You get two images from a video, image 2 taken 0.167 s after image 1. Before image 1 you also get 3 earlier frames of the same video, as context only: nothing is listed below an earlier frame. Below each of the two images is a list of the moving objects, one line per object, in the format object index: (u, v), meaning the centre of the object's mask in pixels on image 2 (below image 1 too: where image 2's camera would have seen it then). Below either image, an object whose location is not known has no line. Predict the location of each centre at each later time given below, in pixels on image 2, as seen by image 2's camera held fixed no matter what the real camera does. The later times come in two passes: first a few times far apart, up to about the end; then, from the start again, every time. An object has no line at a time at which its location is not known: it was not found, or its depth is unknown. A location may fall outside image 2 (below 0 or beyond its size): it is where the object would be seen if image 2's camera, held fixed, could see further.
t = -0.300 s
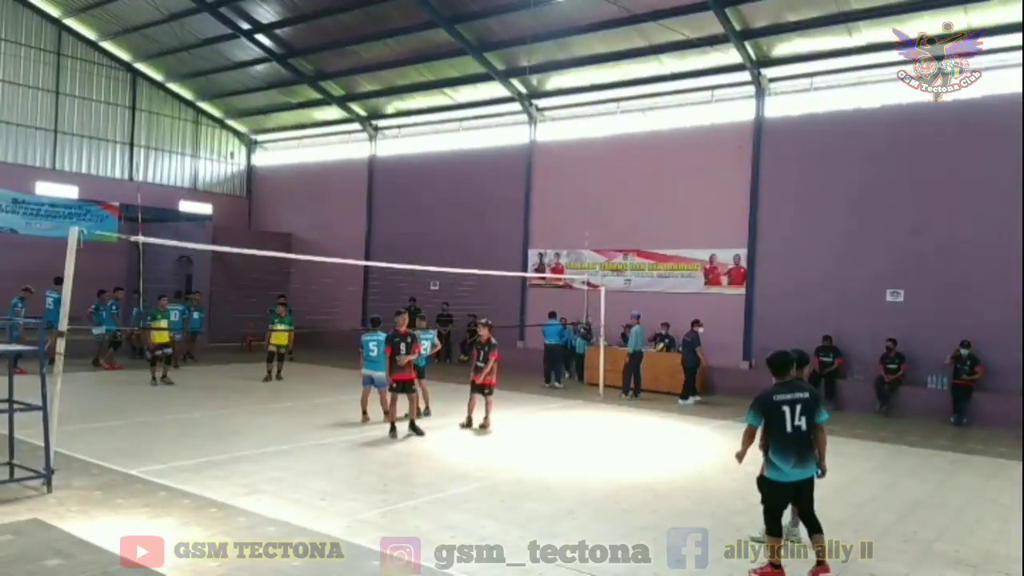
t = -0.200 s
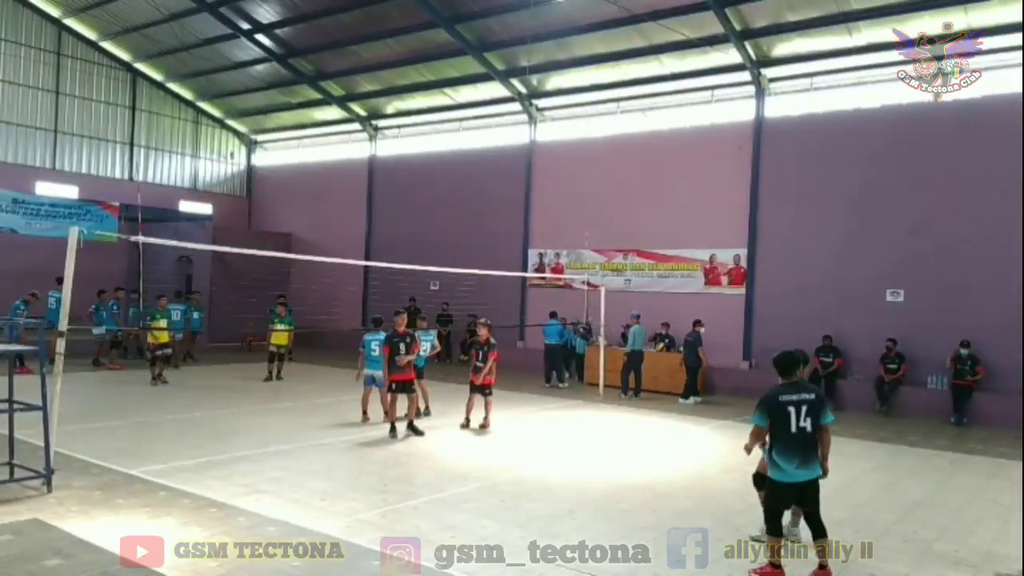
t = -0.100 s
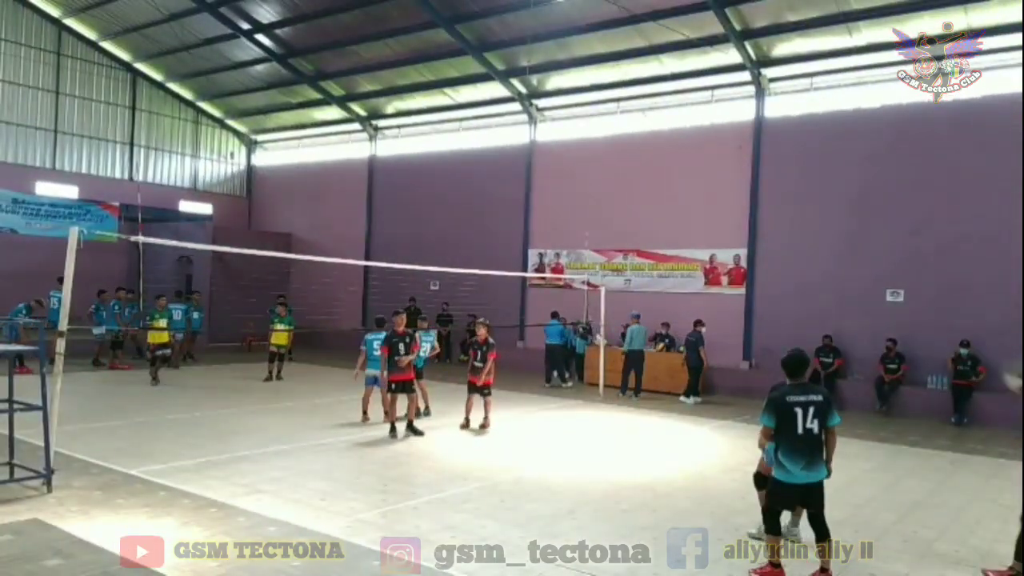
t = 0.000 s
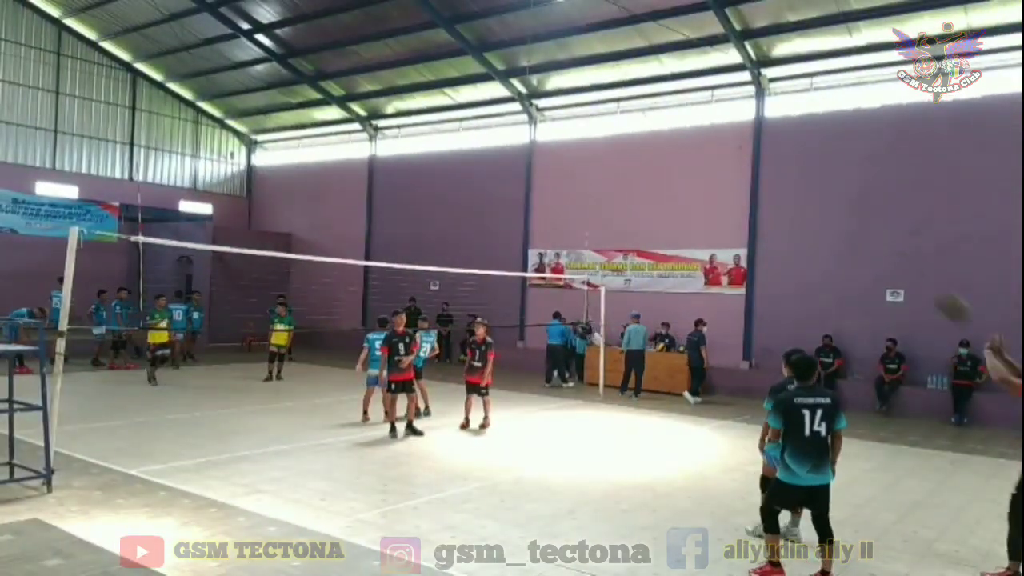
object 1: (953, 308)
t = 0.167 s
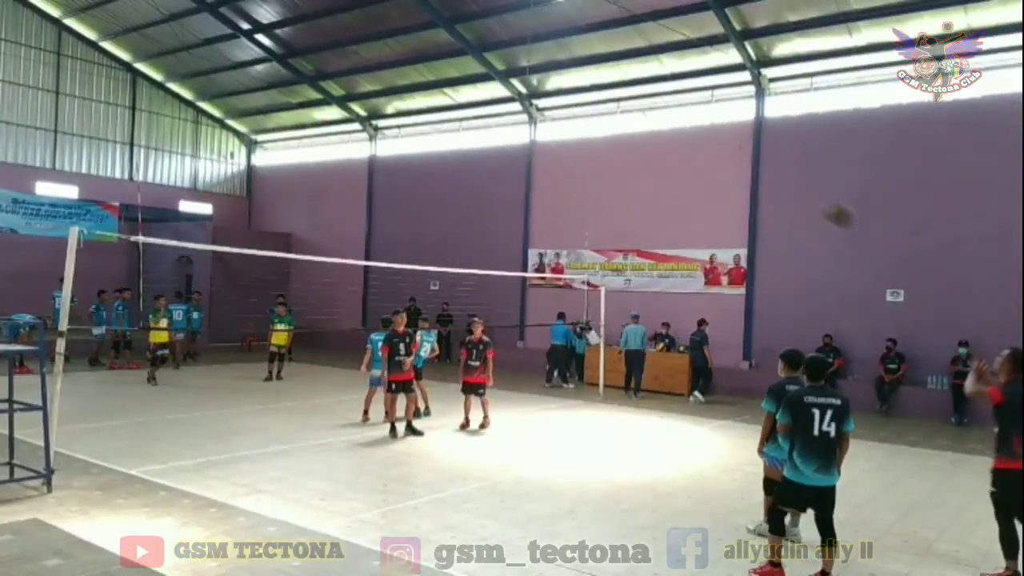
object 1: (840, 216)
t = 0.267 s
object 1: (783, 184)
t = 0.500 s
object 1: (672, 156)
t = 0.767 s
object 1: (575, 184)
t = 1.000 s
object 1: (508, 246)
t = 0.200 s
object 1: (821, 204)
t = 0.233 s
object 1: (804, 193)
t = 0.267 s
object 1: (783, 184)
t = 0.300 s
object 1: (765, 176)
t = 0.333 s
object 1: (747, 169)
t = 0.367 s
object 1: (731, 164)
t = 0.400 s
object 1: (716, 161)
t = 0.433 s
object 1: (701, 158)
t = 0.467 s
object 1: (686, 157)
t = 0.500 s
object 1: (672, 156)
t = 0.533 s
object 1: (658, 156)
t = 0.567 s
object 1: (645, 158)
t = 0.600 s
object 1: (633, 160)
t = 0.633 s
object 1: (621, 163)
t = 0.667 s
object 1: (608, 167)
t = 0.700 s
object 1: (597, 172)
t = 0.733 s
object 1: (586, 177)
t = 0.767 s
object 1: (575, 184)
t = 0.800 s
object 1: (565, 191)
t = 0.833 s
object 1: (555, 198)
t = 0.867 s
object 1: (545, 206)
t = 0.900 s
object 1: (536, 214)
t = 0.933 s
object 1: (527, 225)
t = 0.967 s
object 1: (518, 235)
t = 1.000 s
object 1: (508, 246)
